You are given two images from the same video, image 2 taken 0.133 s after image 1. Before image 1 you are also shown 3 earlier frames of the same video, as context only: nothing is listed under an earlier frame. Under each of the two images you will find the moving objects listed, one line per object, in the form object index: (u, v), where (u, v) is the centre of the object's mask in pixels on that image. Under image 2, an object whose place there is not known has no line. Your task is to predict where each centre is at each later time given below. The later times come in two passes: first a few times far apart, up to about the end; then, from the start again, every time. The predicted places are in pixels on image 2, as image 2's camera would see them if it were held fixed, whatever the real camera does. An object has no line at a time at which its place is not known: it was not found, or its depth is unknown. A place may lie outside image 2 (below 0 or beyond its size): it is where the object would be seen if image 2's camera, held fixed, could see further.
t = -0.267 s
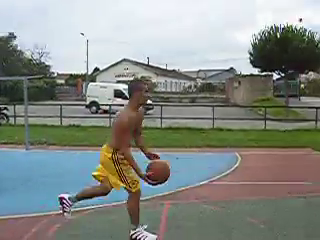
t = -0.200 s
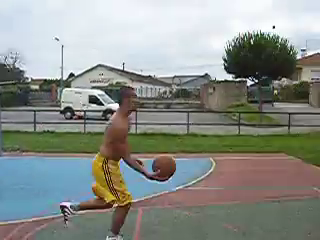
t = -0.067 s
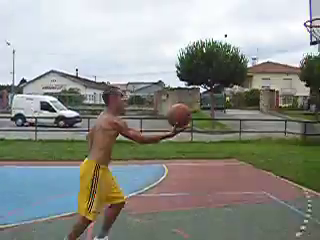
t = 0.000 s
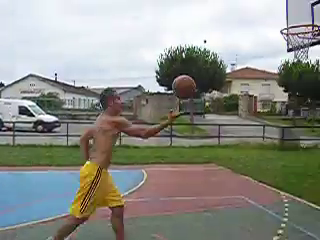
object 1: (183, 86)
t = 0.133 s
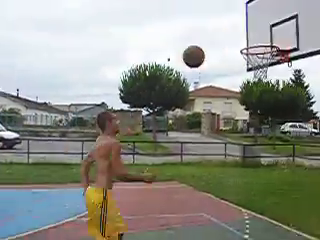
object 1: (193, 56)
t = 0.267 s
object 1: (235, 28)
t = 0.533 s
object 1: (260, 18)
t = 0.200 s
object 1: (215, 40)
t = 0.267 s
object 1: (235, 28)
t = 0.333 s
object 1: (254, 22)
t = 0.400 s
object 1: (271, 19)
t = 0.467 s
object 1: (274, 18)
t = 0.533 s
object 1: (260, 18)
